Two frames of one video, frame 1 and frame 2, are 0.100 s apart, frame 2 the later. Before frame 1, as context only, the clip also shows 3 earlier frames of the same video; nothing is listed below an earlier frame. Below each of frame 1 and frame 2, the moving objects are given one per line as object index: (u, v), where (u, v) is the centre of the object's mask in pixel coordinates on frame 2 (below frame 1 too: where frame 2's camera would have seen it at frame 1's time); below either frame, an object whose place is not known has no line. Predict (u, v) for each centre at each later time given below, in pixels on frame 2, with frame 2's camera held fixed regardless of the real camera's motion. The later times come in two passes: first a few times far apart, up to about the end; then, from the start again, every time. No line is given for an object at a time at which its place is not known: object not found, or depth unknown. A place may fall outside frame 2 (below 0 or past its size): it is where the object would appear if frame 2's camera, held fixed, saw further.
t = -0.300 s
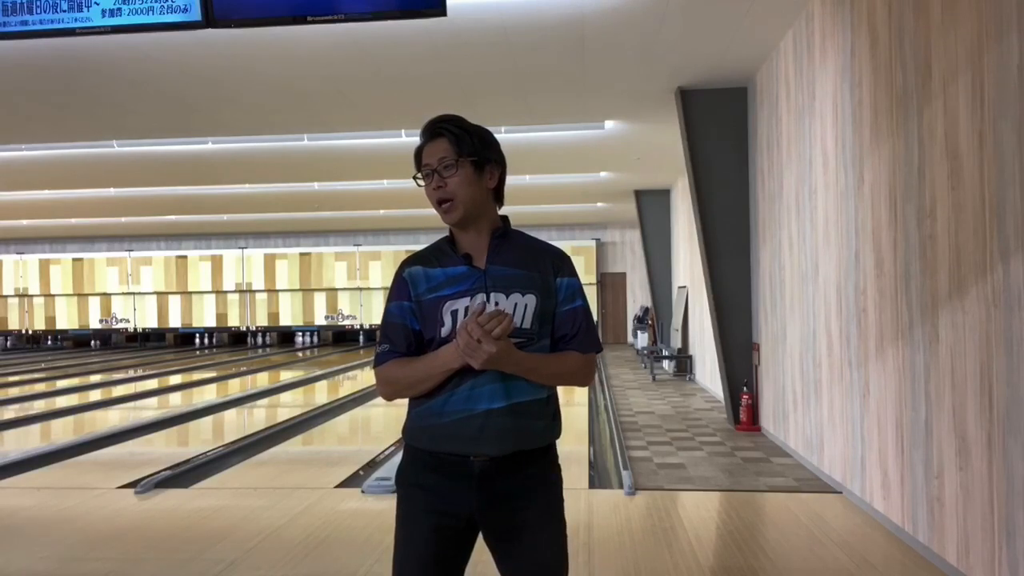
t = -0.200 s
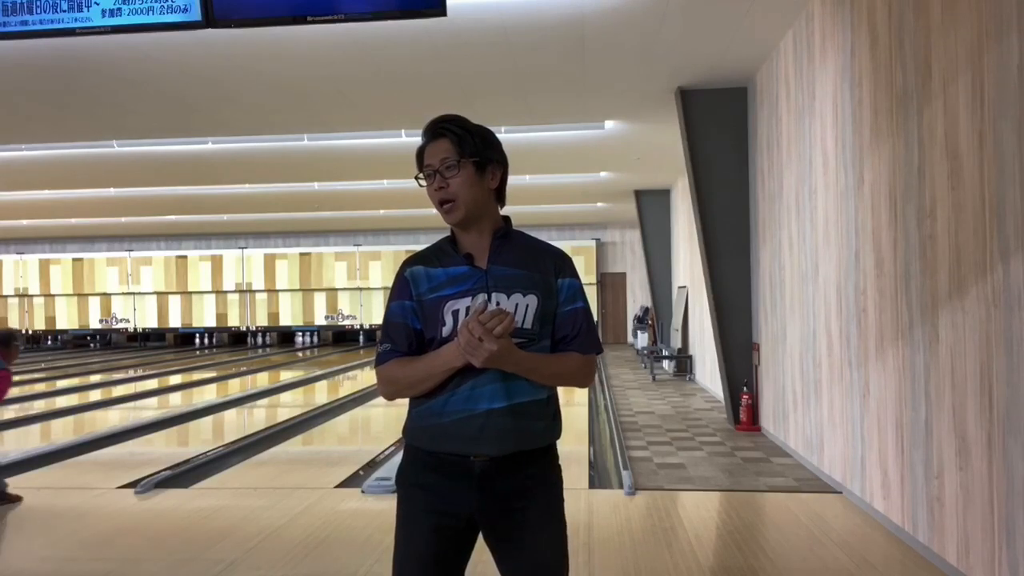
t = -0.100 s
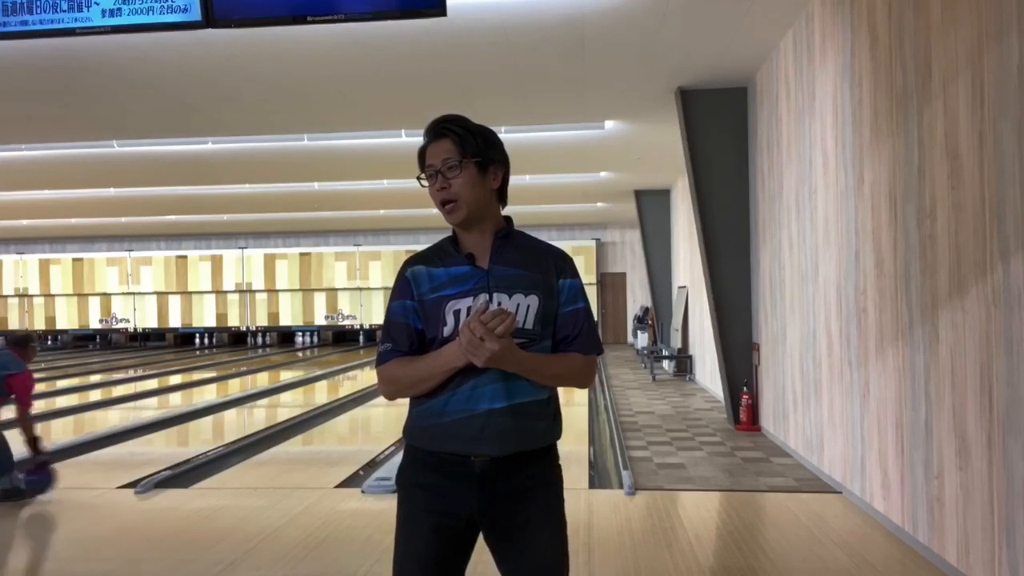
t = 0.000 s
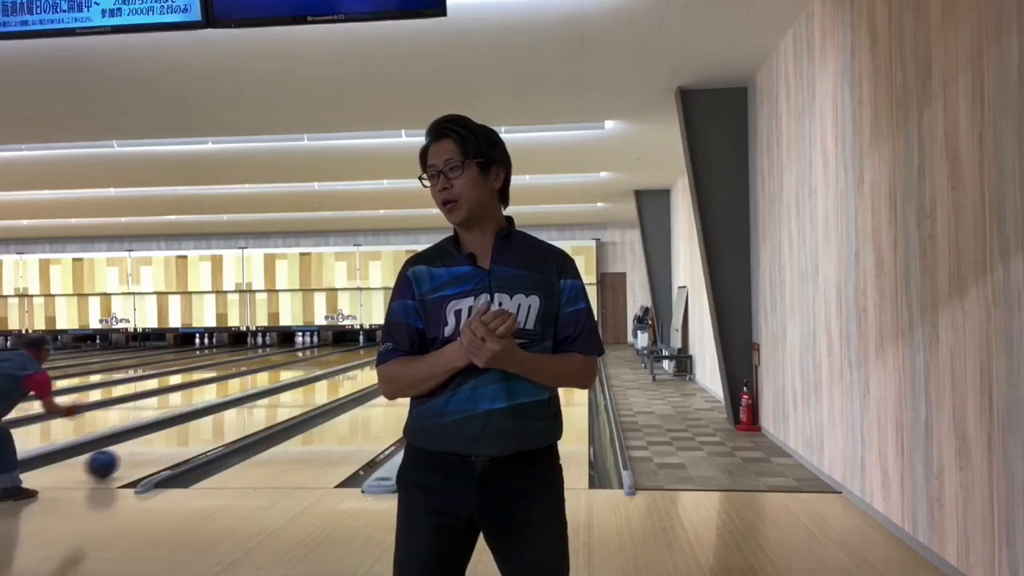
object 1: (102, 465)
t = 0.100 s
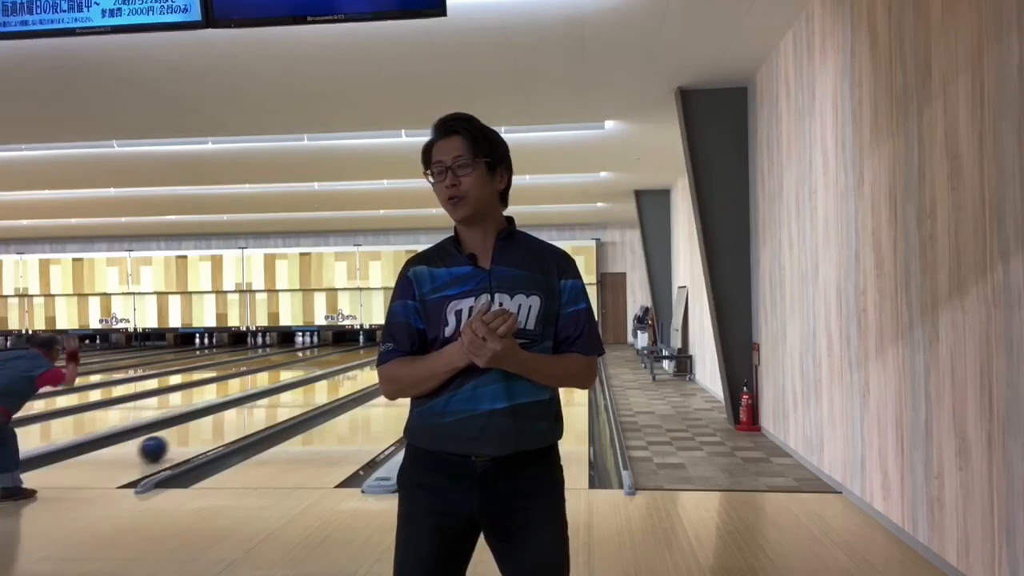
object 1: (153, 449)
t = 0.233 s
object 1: (207, 432)
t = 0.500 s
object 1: (283, 406)
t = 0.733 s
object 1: (329, 391)
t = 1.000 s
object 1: (364, 378)
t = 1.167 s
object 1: (377, 374)
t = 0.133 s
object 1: (168, 444)
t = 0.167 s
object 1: (182, 440)
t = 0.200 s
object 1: (194, 436)
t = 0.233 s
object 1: (207, 432)
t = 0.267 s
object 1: (218, 428)
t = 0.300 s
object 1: (229, 424)
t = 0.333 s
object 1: (240, 421)
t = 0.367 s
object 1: (249, 417)
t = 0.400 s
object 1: (259, 414)
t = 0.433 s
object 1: (267, 411)
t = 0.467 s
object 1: (275, 409)
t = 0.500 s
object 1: (283, 406)
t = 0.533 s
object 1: (291, 404)
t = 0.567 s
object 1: (298, 401)
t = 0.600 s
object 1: (304, 399)
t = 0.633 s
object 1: (311, 397)
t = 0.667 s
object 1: (317, 395)
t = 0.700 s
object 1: (323, 392)
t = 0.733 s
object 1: (329, 391)
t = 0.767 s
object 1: (333, 389)
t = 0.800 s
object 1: (338, 387)
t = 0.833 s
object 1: (343, 386)
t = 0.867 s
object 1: (348, 384)
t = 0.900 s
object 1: (352, 382)
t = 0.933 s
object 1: (356, 381)
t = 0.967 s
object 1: (360, 380)
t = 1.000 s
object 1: (364, 378)
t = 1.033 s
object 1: (368, 377)
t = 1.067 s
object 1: (371, 376)
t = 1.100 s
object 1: (374, 374)
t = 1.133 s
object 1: (375, 374)
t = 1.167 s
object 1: (377, 374)
